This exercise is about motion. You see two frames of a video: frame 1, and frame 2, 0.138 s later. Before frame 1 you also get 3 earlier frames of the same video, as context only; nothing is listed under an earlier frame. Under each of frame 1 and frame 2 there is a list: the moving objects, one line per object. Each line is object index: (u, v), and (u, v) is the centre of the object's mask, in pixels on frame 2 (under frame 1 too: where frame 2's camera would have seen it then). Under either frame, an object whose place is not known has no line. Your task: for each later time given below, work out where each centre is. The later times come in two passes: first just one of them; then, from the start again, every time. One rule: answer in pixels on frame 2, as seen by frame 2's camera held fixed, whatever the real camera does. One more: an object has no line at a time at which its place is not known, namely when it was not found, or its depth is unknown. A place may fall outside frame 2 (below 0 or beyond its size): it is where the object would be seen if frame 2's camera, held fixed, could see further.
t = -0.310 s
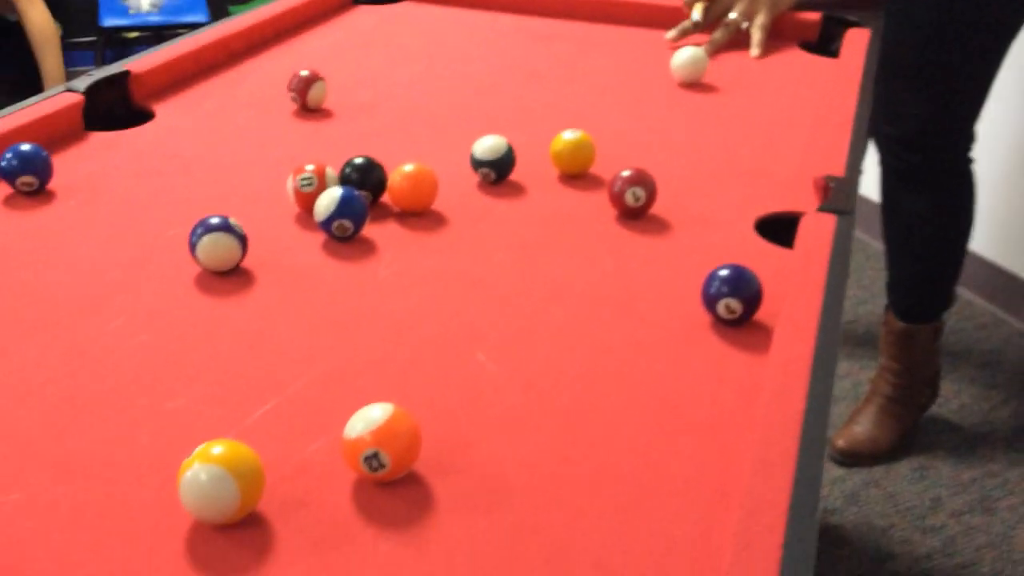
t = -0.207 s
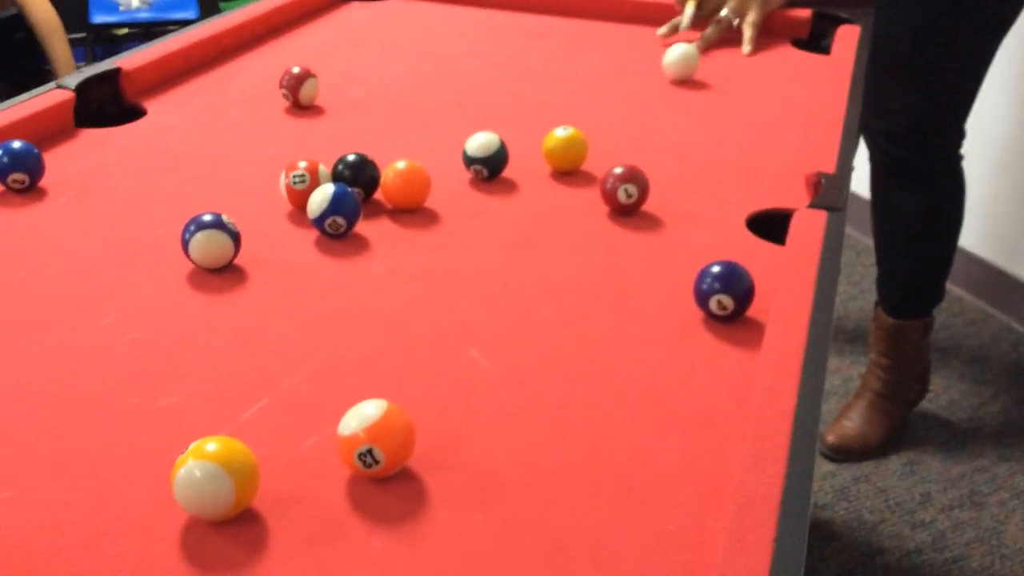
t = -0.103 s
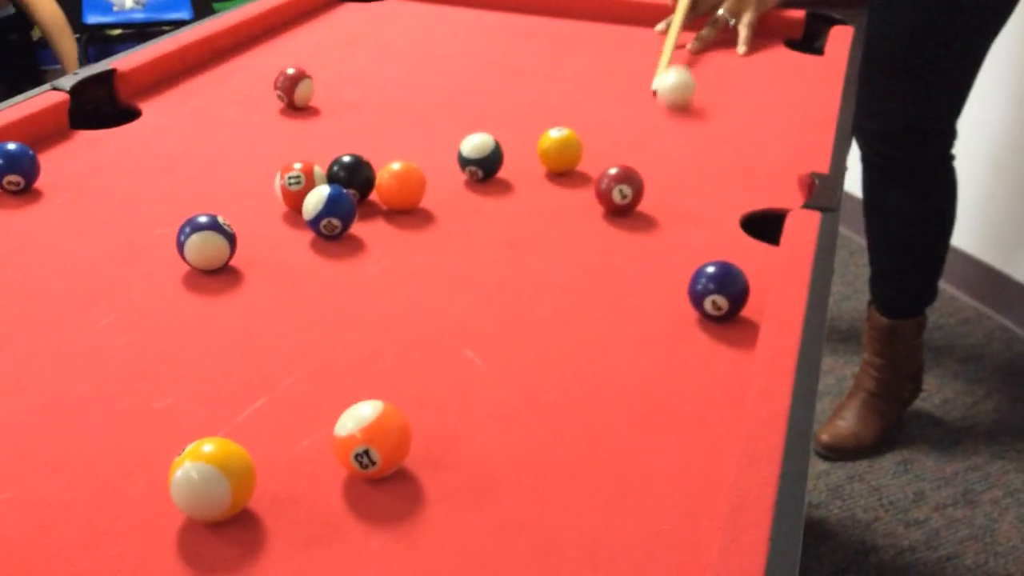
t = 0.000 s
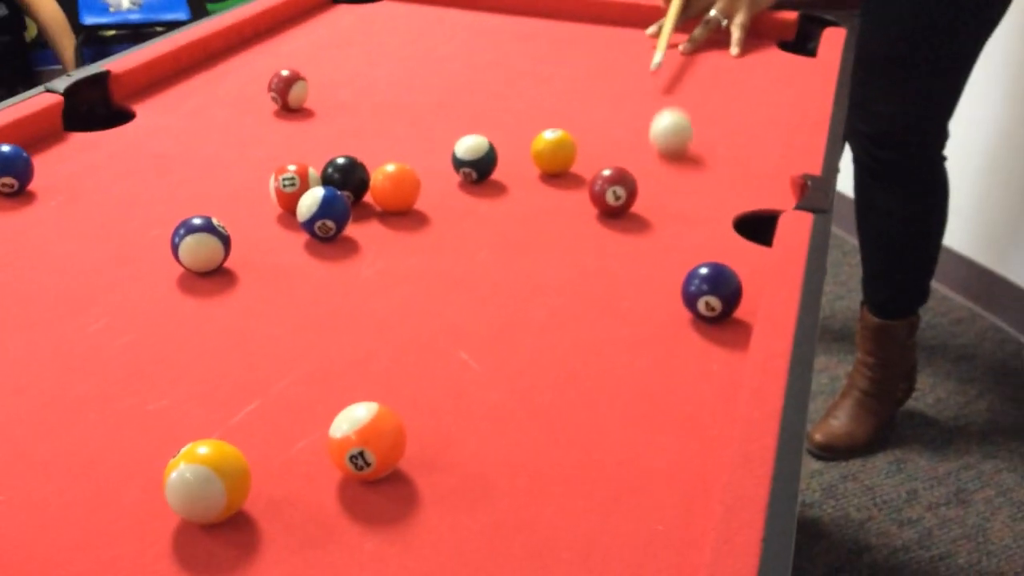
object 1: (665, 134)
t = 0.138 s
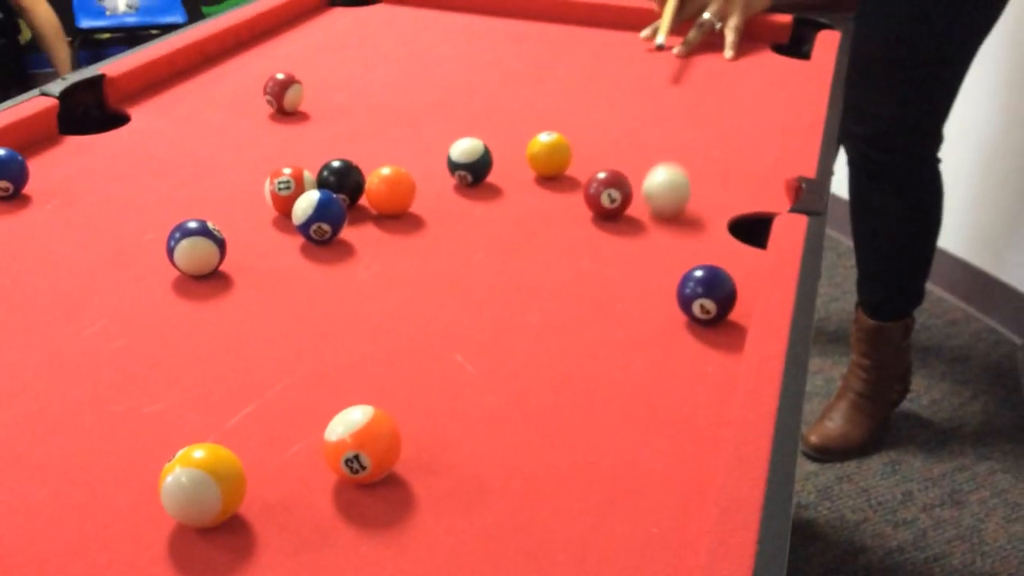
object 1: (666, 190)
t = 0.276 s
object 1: (664, 257)
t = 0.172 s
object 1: (666, 206)
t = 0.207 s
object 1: (666, 222)
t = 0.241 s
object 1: (666, 240)
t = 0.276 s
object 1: (664, 257)
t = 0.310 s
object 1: (652, 269)
